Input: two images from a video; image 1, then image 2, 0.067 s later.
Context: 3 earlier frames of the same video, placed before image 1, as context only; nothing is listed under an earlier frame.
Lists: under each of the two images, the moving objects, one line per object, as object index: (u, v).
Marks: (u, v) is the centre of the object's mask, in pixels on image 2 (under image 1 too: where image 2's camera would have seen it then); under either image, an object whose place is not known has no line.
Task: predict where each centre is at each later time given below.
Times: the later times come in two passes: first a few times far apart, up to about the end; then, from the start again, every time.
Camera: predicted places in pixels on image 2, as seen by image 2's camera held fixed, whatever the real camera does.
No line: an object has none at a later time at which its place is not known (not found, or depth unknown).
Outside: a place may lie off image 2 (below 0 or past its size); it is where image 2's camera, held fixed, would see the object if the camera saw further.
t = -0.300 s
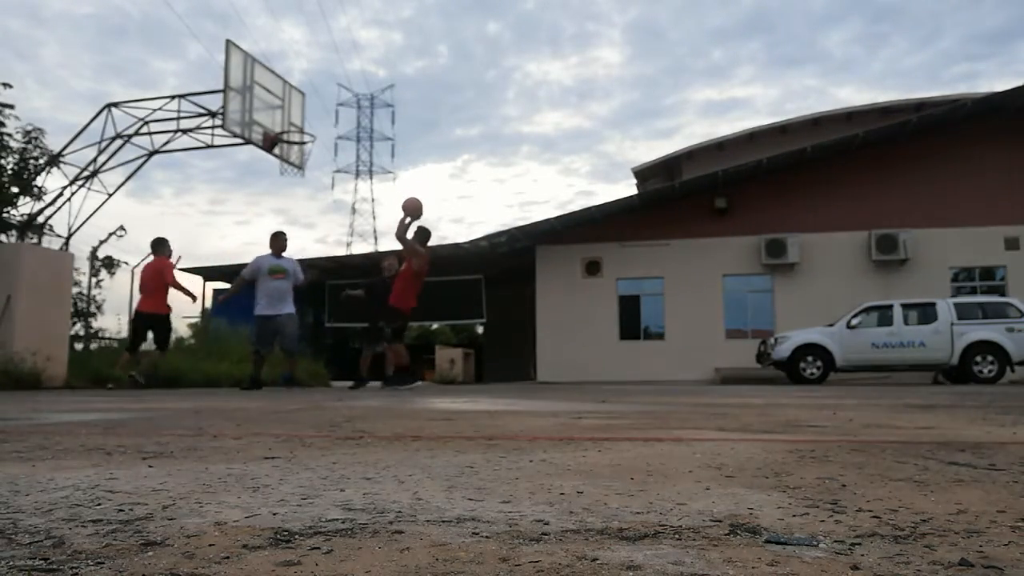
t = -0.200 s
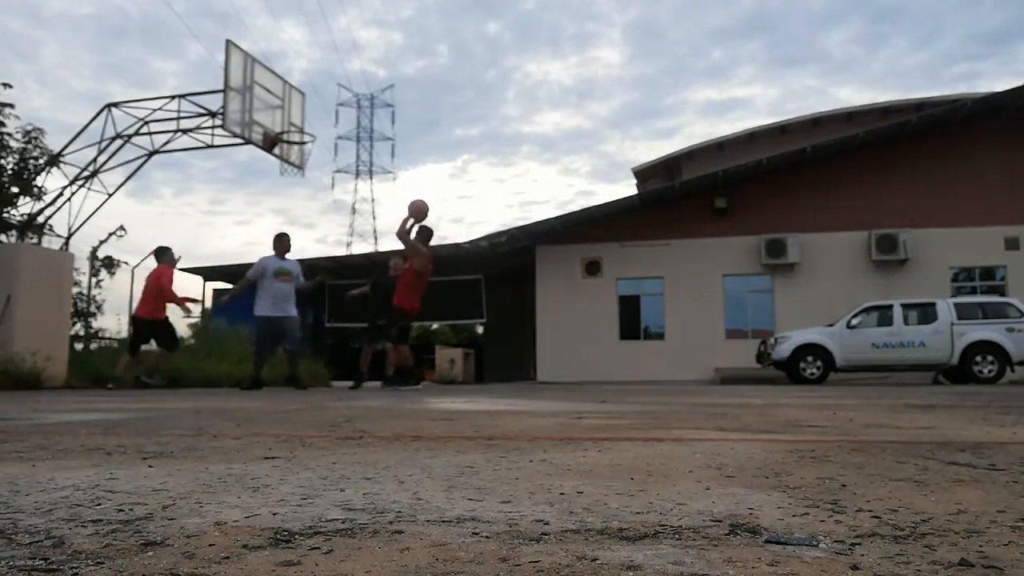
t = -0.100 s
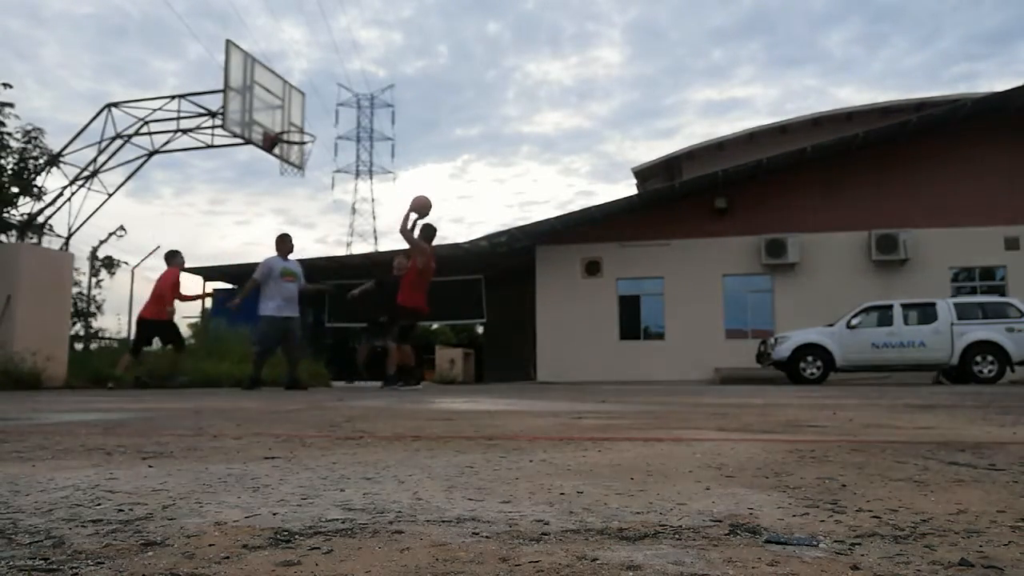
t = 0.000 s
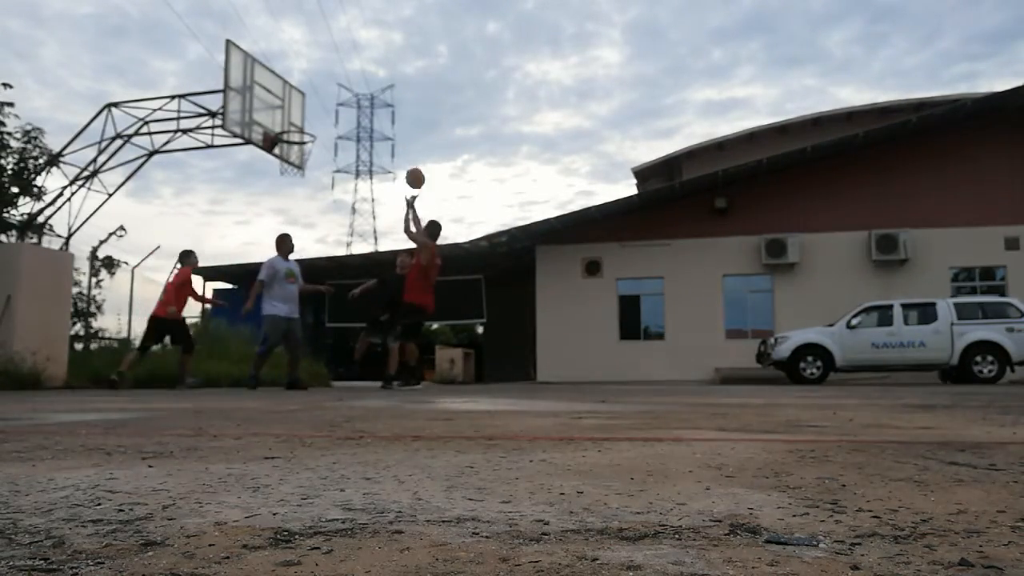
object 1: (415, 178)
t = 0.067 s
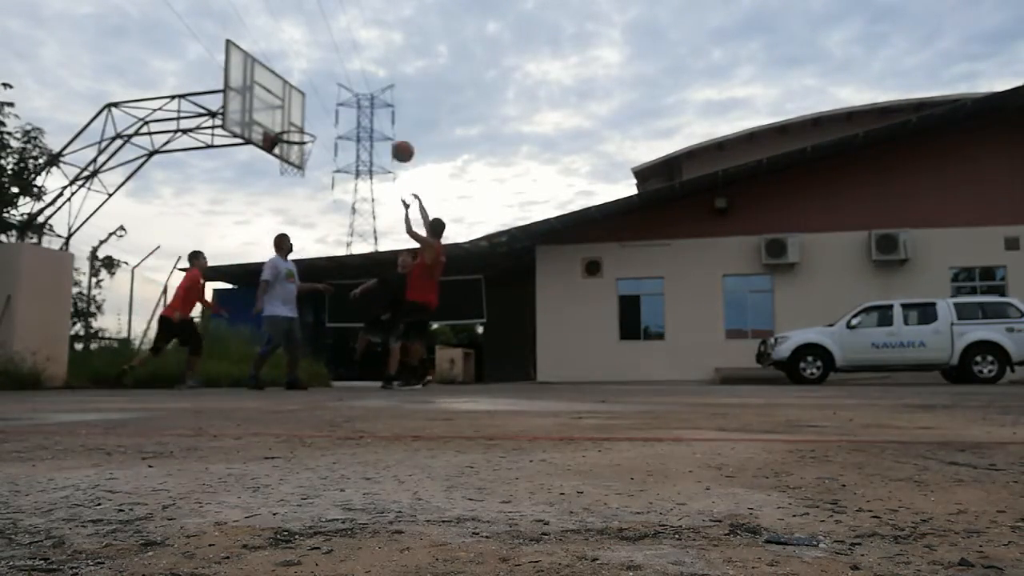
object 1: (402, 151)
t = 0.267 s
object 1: (367, 97)
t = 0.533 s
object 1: (322, 82)
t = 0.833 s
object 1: (276, 125)
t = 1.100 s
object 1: (280, 99)
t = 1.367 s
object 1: (285, 128)
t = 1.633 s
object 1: (296, 132)
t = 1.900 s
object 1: (286, 166)
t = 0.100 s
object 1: (396, 139)
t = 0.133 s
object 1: (390, 129)
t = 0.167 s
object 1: (384, 119)
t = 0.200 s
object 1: (378, 111)
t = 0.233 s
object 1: (372, 104)
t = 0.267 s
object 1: (367, 97)
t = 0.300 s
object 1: (361, 92)
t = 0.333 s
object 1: (355, 88)
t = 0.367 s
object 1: (349, 85)
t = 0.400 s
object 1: (344, 82)
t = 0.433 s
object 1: (338, 81)
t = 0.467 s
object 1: (333, 81)
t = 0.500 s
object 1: (327, 81)
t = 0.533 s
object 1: (322, 82)
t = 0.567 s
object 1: (316, 84)
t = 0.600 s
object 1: (311, 87)
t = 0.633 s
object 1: (306, 91)
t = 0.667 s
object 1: (300, 96)
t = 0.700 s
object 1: (295, 100)
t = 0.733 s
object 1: (290, 107)
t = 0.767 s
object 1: (284, 114)
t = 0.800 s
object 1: (279, 122)
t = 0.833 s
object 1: (276, 125)
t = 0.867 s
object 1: (275, 118)
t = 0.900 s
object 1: (275, 112)
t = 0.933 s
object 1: (276, 107)
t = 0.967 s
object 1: (277, 104)
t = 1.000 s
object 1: (278, 102)
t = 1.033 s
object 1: (278, 100)
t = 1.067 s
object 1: (279, 99)
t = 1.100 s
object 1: (280, 99)
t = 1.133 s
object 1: (281, 100)
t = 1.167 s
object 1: (281, 101)
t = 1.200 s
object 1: (282, 103)
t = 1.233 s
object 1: (283, 107)
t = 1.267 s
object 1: (284, 111)
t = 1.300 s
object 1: (284, 116)
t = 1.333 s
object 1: (285, 122)
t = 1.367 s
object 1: (285, 128)
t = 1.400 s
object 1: (288, 131)
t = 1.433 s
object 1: (291, 129)
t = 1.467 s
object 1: (295, 129)
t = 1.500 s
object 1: (299, 130)
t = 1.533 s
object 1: (303, 131)
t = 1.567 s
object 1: (304, 132)
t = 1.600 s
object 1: (300, 131)
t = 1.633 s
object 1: (296, 132)
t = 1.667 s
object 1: (293, 133)
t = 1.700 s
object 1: (290, 136)
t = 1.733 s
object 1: (284, 139)
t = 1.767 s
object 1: (285, 143)
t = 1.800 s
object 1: (284, 147)
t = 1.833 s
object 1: (286, 153)
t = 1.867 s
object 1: (286, 160)
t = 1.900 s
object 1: (286, 166)
